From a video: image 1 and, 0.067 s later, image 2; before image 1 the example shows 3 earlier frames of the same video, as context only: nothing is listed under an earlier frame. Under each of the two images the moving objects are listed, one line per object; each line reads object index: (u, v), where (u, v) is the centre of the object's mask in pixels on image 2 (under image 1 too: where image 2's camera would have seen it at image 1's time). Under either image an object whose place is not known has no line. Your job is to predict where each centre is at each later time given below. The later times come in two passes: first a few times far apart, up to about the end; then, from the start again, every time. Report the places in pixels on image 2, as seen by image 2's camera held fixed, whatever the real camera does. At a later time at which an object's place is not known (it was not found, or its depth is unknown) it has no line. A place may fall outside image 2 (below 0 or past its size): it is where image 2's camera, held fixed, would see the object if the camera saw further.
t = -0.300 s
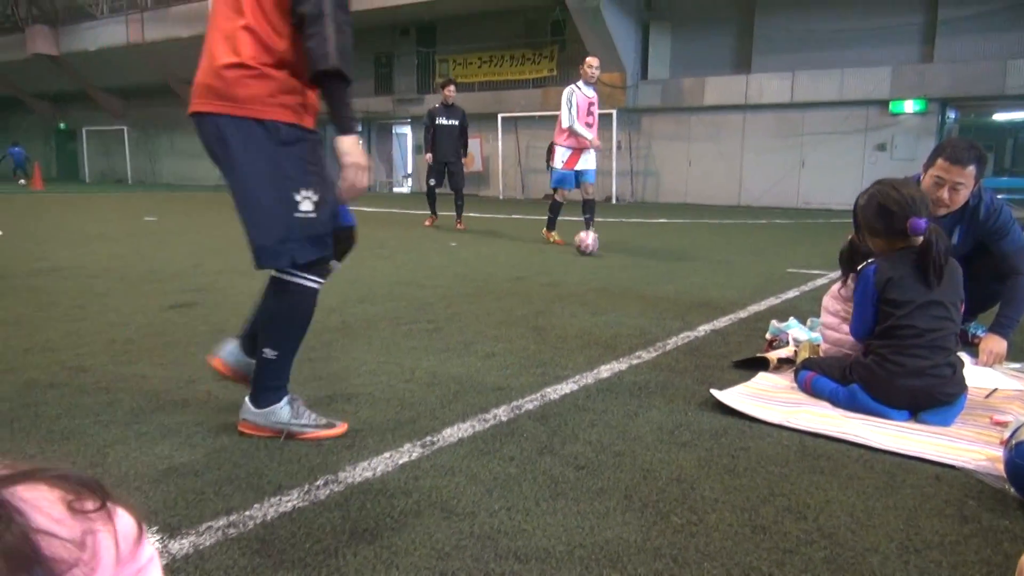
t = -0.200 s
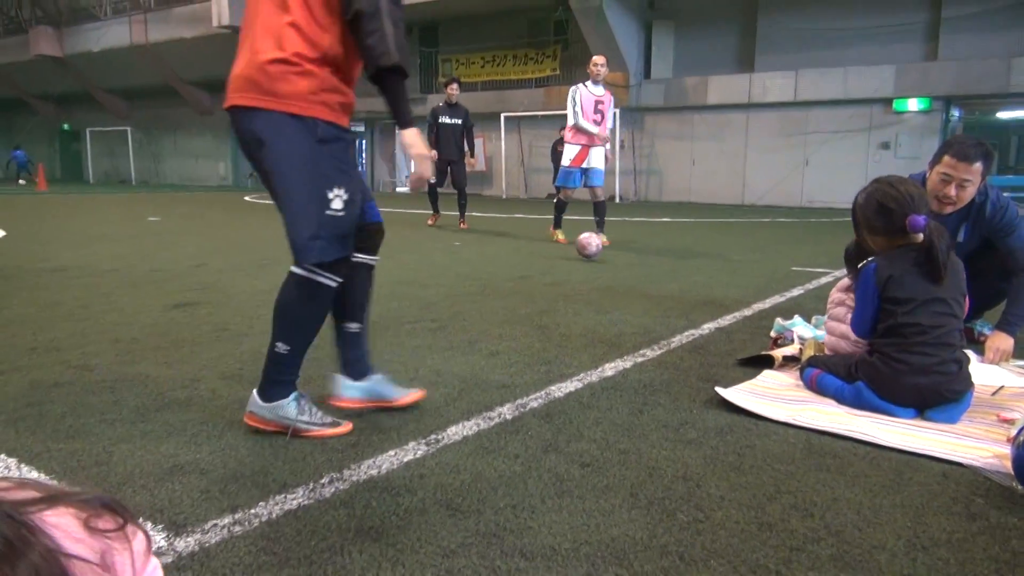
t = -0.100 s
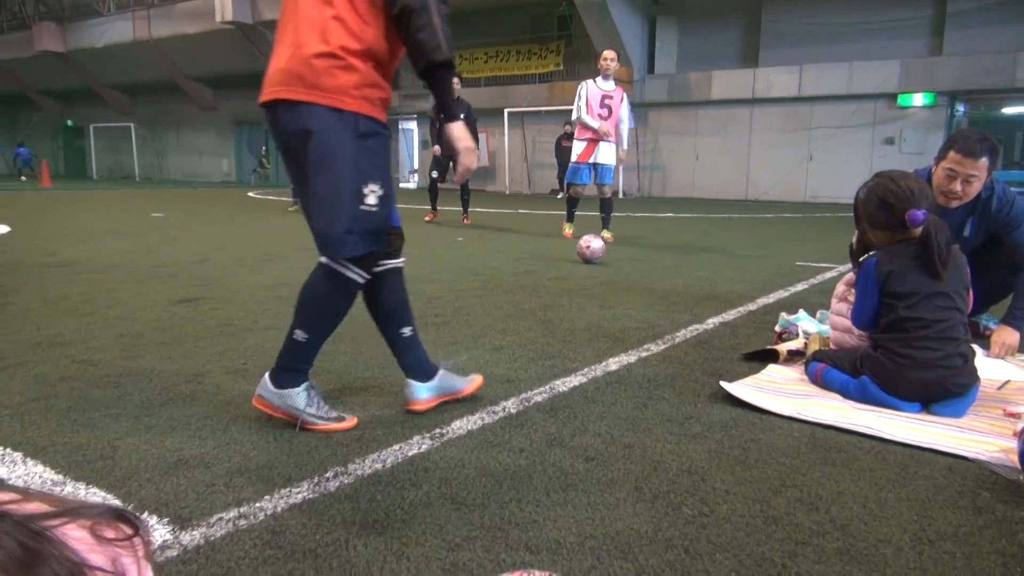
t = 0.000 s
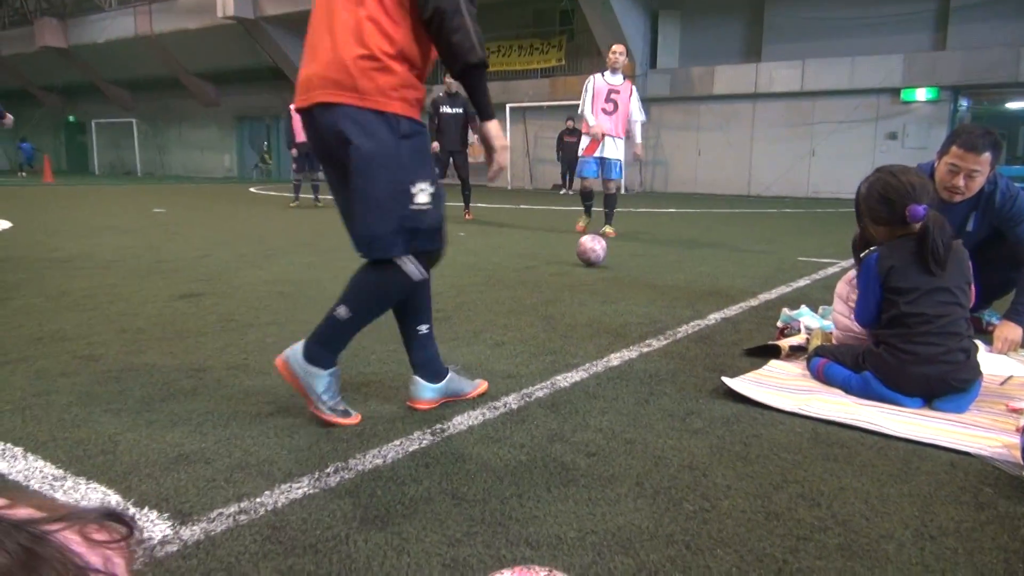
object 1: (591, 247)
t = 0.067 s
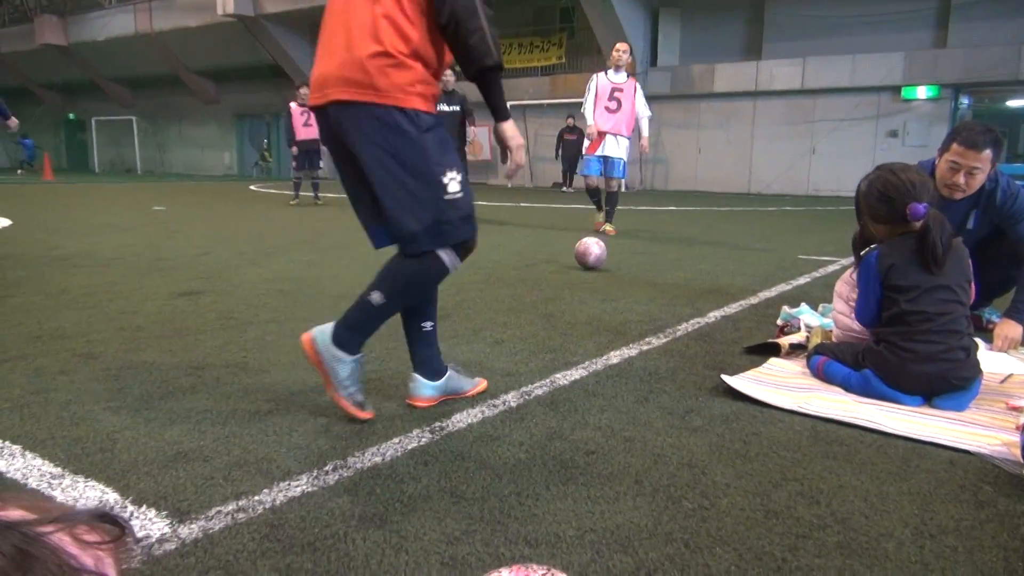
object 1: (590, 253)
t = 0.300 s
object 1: (590, 270)
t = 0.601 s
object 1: (589, 298)
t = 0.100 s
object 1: (590, 255)
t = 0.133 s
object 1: (590, 258)
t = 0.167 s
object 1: (590, 260)
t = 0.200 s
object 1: (590, 262)
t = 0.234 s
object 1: (590, 264)
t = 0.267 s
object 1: (590, 266)
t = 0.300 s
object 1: (590, 270)
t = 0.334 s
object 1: (590, 271)
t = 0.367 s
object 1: (590, 274)
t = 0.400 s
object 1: (590, 278)
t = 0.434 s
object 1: (590, 281)
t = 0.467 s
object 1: (589, 284)
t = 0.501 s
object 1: (589, 287)
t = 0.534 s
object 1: (589, 291)
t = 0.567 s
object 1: (589, 294)
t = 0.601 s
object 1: (589, 298)
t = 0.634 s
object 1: (589, 302)
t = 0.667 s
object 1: (588, 306)
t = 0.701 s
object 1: (587, 310)
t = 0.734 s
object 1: (588, 316)
